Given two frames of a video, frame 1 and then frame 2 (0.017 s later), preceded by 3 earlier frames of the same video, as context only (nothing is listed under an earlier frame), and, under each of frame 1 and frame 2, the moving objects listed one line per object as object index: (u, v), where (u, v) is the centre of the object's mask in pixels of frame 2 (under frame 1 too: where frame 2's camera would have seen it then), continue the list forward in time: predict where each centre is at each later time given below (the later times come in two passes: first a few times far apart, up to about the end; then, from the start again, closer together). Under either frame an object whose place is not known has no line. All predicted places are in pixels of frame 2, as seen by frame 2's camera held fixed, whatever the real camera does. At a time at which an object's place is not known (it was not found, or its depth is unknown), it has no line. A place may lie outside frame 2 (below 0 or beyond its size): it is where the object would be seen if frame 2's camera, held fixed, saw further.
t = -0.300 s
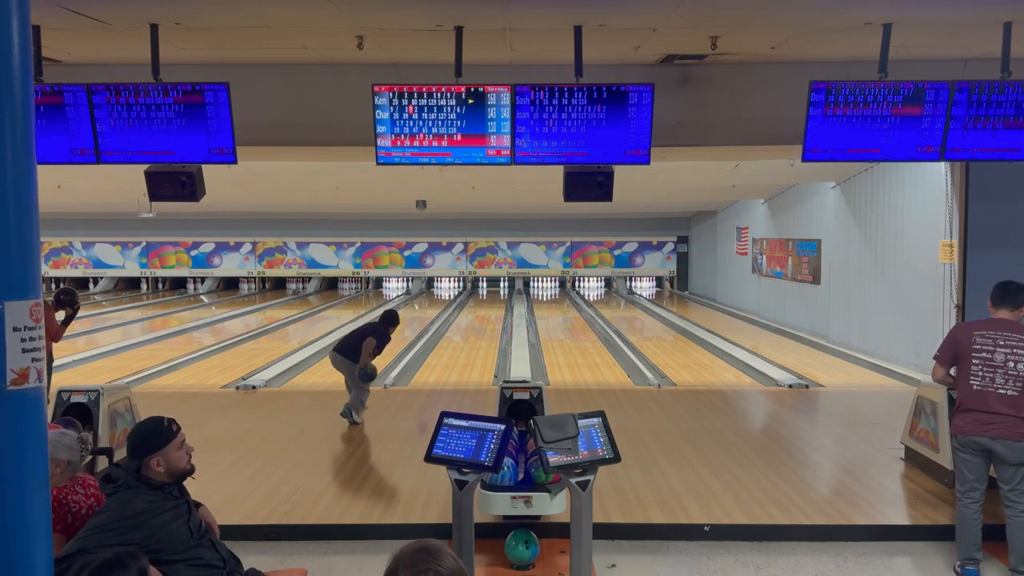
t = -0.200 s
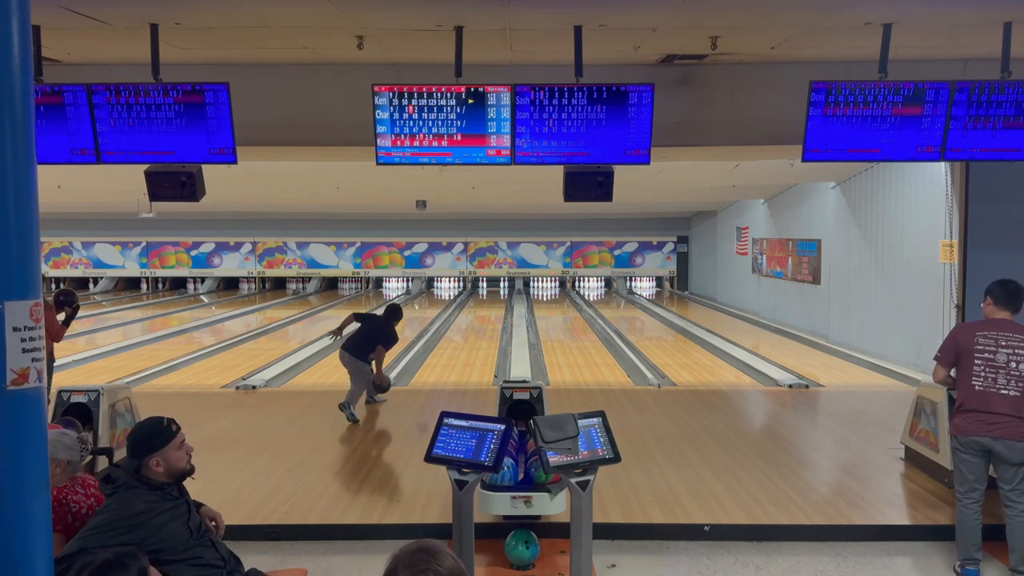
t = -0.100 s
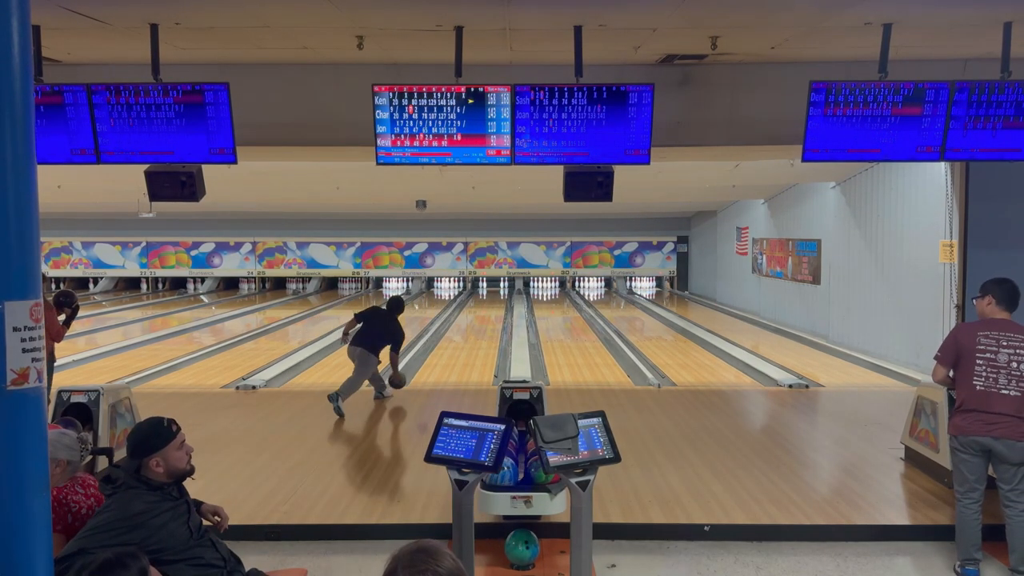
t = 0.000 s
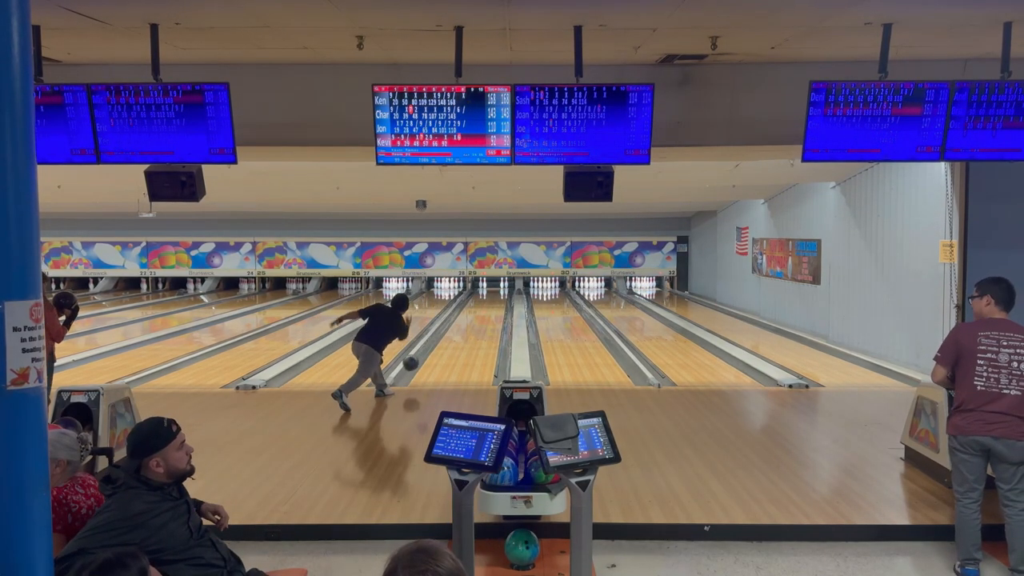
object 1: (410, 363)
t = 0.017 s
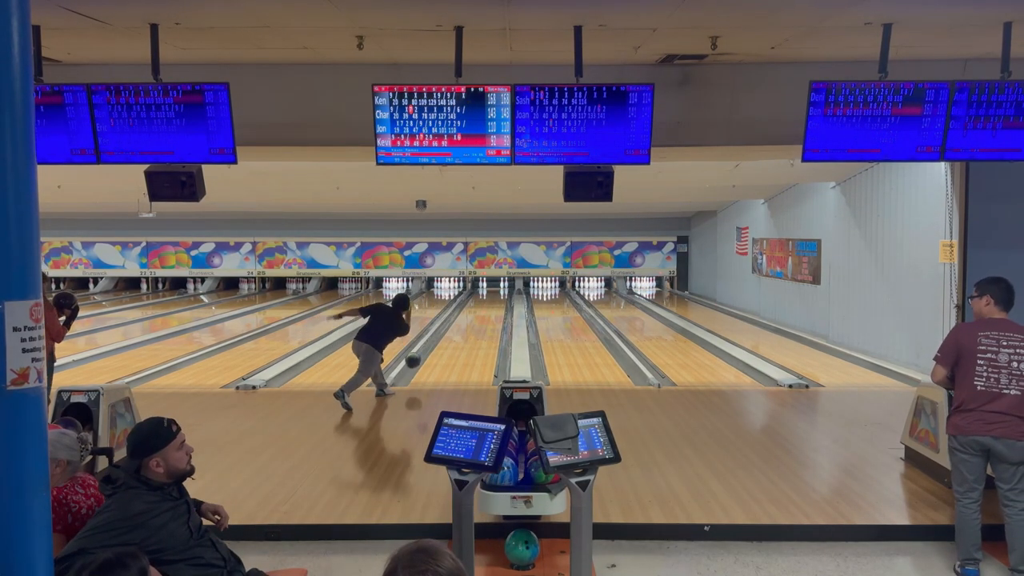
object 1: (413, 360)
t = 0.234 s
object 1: (436, 350)
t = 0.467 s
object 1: (453, 337)
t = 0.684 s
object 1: (466, 326)
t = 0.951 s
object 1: (478, 315)
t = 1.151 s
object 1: (485, 308)
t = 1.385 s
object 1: (491, 301)
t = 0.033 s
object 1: (415, 358)
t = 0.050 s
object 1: (417, 356)
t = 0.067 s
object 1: (419, 354)
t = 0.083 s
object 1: (420, 353)
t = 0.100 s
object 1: (422, 352)
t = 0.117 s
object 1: (424, 351)
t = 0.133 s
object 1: (426, 350)
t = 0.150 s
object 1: (428, 350)
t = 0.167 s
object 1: (429, 350)
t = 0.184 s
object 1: (431, 349)
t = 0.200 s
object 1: (433, 349)
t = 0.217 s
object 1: (434, 349)
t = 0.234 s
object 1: (436, 350)
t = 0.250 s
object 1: (437, 351)
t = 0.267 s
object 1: (438, 351)
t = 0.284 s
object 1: (440, 349)
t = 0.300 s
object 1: (441, 347)
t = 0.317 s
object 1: (443, 346)
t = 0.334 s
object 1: (444, 344)
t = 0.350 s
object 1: (445, 343)
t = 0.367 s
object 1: (446, 342)
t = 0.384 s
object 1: (448, 341)
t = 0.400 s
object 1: (449, 341)
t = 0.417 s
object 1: (450, 340)
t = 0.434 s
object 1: (451, 339)
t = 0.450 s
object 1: (452, 338)
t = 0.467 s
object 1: (453, 337)
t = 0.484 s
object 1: (454, 336)
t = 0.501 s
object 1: (455, 335)
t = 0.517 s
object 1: (456, 334)
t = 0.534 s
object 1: (458, 333)
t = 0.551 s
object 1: (458, 332)
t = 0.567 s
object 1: (460, 331)
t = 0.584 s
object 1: (461, 330)
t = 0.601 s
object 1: (461, 330)
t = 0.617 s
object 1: (462, 329)
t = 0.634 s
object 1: (463, 328)
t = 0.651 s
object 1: (464, 327)
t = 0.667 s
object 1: (465, 326)
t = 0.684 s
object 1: (466, 326)
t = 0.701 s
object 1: (467, 325)
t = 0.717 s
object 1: (467, 324)
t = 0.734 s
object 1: (468, 323)
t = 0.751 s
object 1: (469, 323)
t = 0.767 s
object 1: (470, 322)
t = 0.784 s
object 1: (471, 321)
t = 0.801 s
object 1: (471, 321)
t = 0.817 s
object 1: (472, 320)
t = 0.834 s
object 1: (473, 319)
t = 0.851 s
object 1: (473, 319)
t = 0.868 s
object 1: (474, 318)
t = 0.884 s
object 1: (475, 317)
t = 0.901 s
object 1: (476, 316)
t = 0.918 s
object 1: (476, 316)
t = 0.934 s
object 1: (477, 315)
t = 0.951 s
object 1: (478, 315)
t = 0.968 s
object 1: (478, 314)
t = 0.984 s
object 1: (479, 313)
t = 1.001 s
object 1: (479, 313)
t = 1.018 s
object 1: (480, 312)
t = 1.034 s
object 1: (481, 312)
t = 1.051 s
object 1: (481, 311)
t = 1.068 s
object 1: (482, 311)
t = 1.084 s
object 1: (482, 310)
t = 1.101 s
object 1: (483, 310)
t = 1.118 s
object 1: (484, 309)
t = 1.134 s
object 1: (484, 308)
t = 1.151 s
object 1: (485, 308)
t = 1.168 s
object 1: (485, 307)
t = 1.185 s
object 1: (486, 307)
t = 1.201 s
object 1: (486, 306)
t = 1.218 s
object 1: (487, 306)
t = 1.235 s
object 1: (487, 306)
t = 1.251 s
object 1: (488, 305)
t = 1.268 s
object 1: (488, 305)
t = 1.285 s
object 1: (489, 304)
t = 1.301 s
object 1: (489, 304)
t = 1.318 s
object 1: (490, 303)
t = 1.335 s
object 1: (490, 303)
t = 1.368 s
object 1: (491, 302)
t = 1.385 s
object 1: (491, 301)
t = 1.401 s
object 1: (492, 301)
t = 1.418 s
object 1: (492, 301)
